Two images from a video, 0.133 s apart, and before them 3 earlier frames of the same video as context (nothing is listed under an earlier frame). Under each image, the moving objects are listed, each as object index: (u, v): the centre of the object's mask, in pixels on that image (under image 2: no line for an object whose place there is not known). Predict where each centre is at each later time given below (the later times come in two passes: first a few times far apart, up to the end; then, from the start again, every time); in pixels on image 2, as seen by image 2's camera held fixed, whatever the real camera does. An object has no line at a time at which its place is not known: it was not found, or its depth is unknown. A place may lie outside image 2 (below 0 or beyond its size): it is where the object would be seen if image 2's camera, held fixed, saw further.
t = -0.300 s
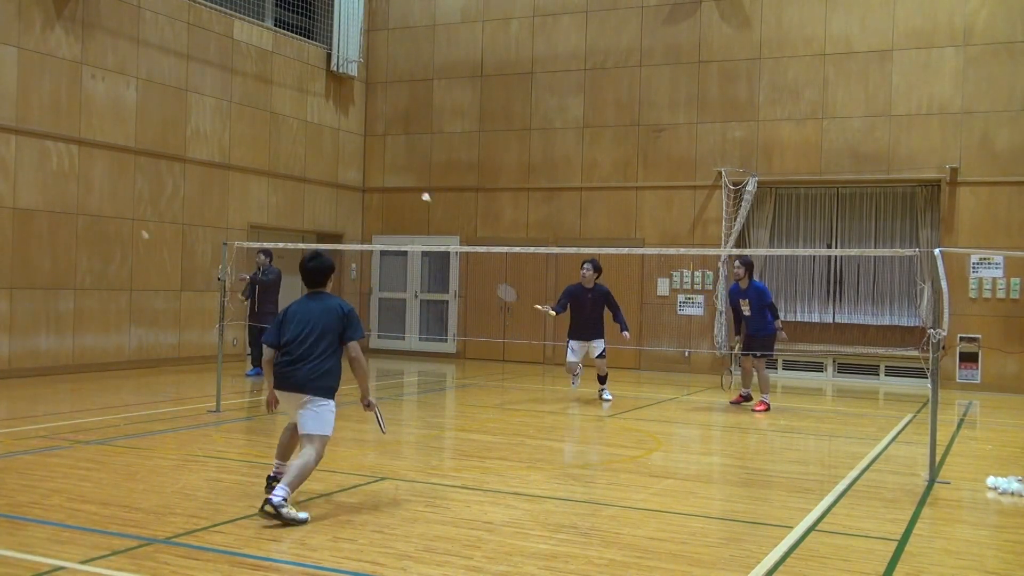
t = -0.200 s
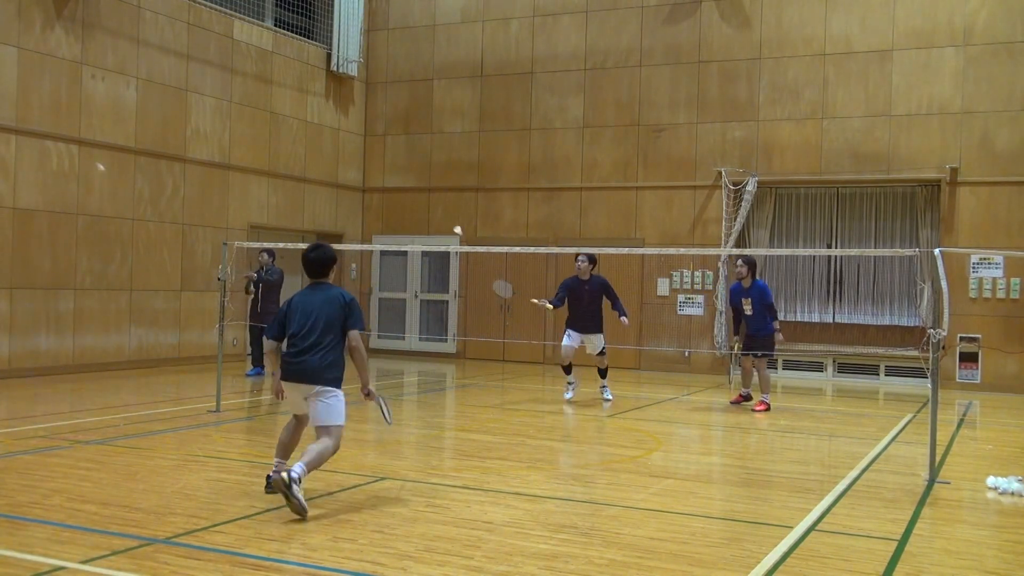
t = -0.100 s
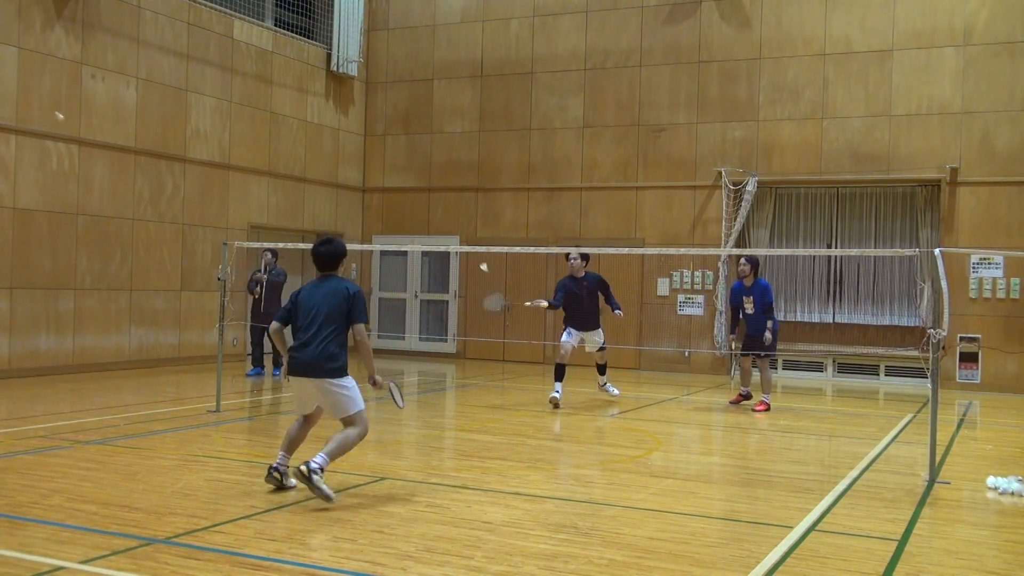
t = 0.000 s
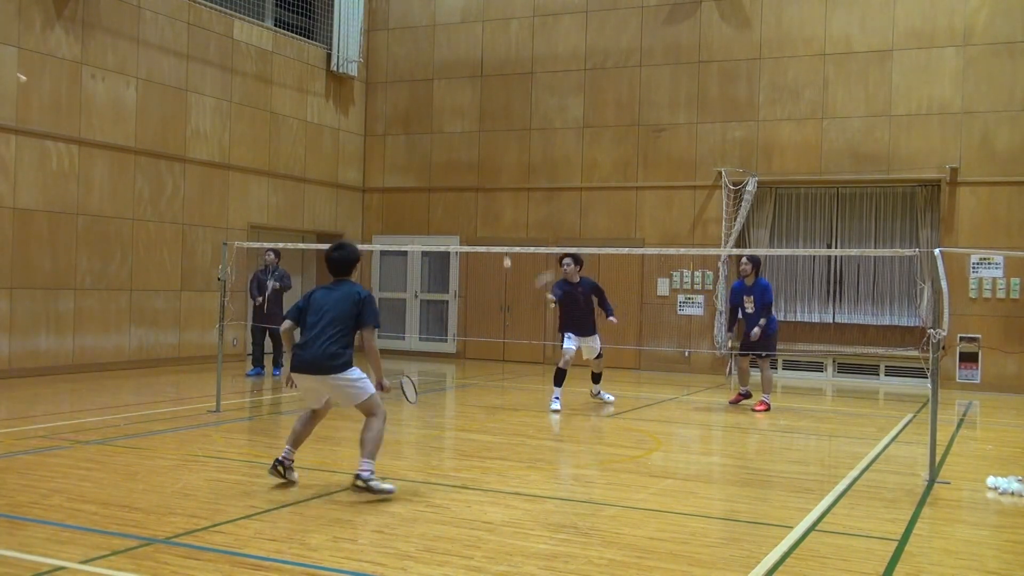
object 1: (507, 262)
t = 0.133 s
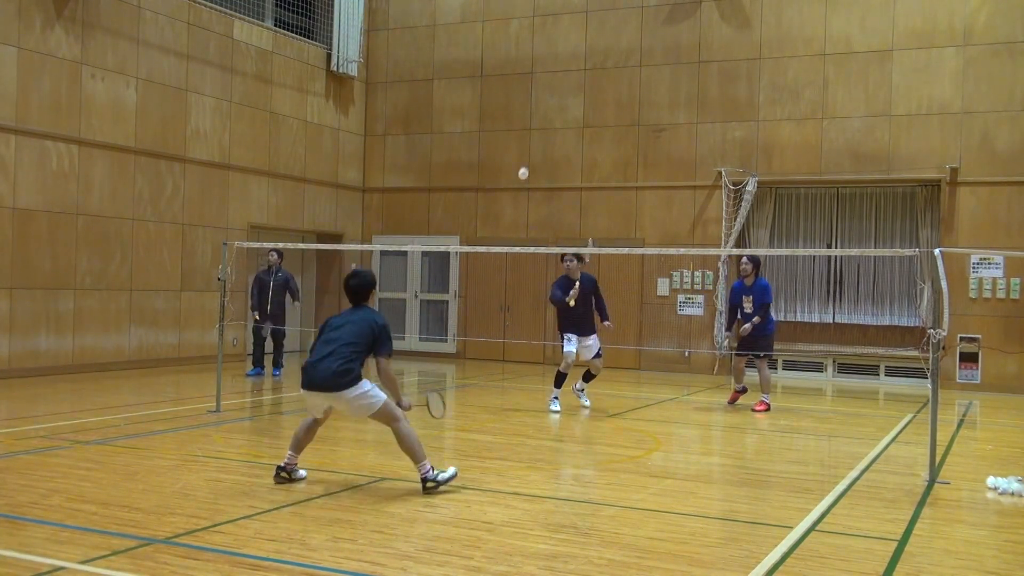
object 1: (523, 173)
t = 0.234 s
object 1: (535, 124)
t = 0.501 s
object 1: (569, 62)
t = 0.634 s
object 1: (585, 91)
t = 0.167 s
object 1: (527, 155)
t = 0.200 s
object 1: (531, 139)
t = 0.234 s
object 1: (535, 124)
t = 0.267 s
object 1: (539, 109)
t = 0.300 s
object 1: (544, 97)
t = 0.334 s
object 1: (548, 86)
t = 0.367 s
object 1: (553, 77)
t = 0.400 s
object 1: (557, 69)
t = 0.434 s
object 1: (561, 64)
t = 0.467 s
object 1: (565, 62)
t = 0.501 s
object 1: (569, 62)
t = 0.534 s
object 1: (573, 64)
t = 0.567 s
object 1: (577, 69)
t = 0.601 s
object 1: (581, 79)
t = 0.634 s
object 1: (585, 91)
